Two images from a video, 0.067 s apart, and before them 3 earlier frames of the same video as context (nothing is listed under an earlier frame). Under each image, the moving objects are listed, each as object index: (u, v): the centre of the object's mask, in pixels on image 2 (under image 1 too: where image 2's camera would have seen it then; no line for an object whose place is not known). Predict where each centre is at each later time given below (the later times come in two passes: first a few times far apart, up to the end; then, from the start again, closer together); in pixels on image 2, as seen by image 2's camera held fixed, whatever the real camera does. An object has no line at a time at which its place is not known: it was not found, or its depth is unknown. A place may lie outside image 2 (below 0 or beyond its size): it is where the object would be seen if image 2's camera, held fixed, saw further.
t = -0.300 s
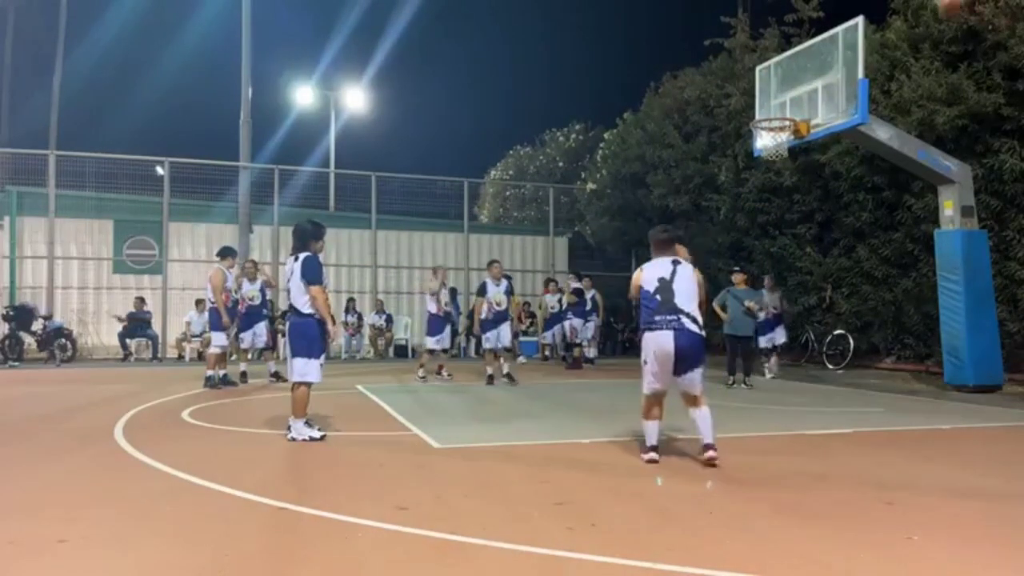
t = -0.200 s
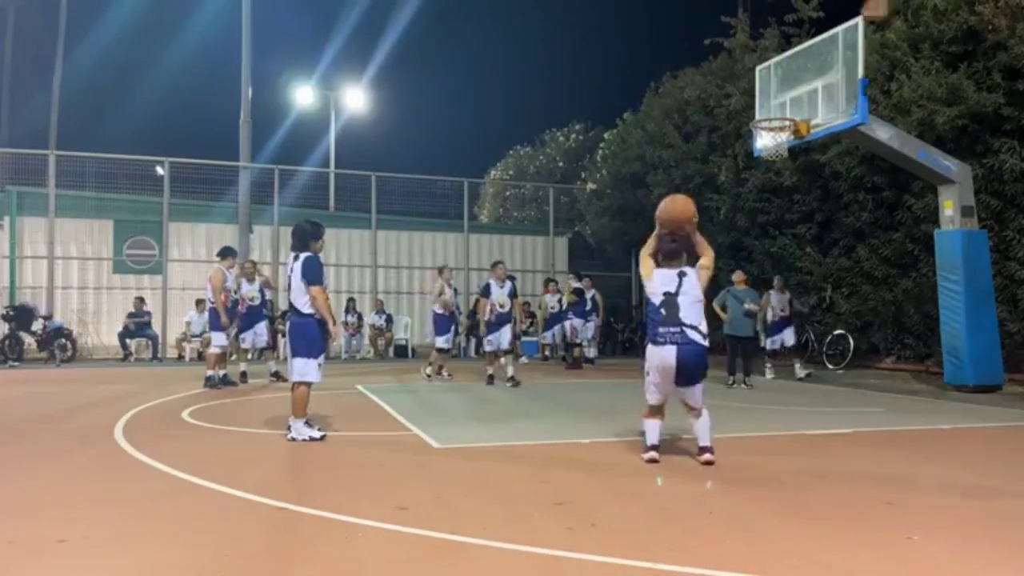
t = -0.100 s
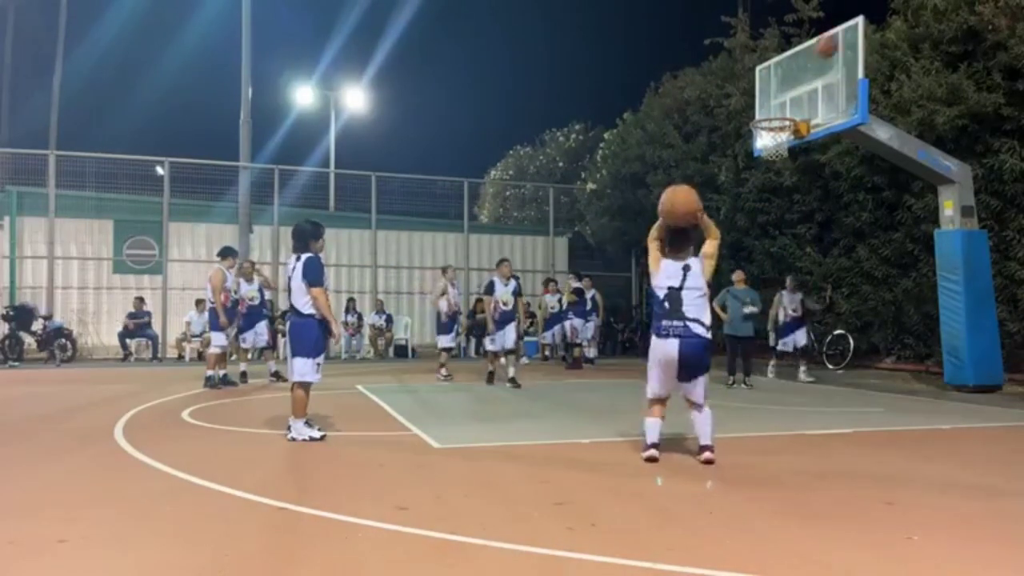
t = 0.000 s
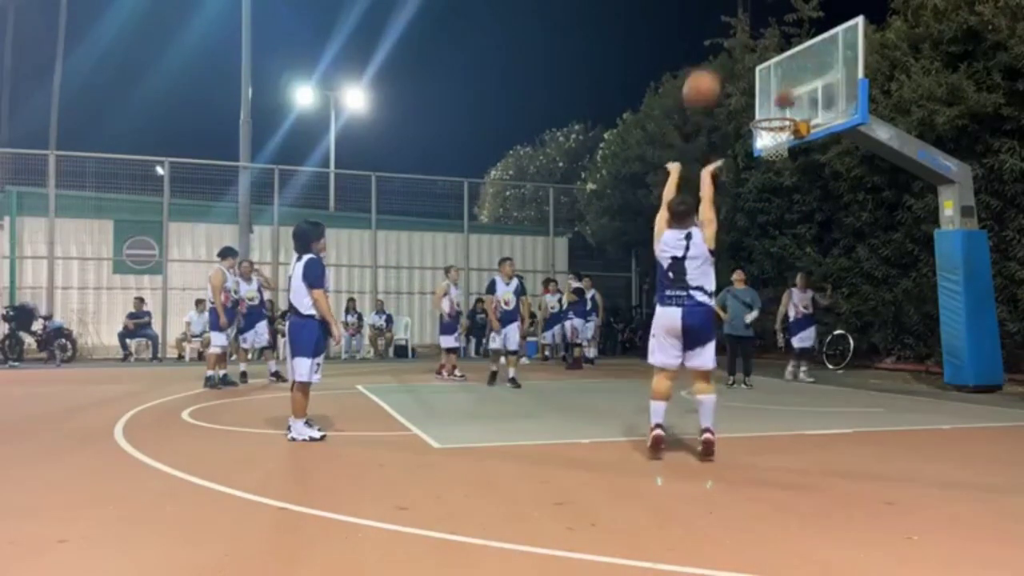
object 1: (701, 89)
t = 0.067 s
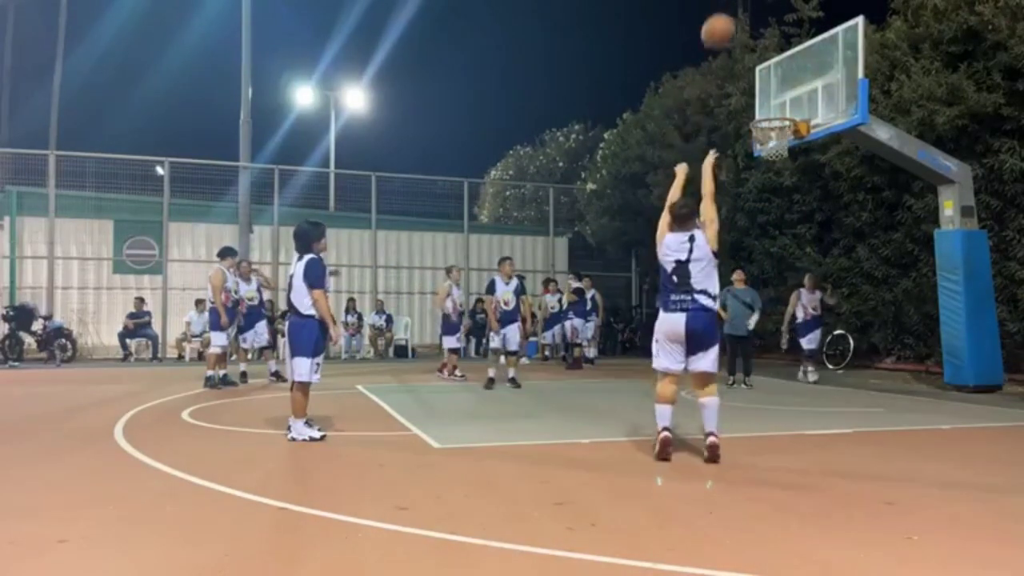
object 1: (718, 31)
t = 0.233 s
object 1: (742, 7)
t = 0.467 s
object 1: (770, 106)
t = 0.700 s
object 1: (772, 63)
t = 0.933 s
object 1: (777, 132)
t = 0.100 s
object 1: (722, 23)
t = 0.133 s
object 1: (728, 11)
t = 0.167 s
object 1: (733, 8)
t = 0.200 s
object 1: (740, 7)
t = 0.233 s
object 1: (742, 7)
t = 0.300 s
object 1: (753, 18)
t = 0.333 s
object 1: (756, 31)
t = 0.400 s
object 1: (761, 59)
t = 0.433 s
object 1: (766, 83)
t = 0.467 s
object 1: (770, 106)
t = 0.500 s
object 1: (771, 103)
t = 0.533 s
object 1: (771, 94)
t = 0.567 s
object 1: (772, 87)
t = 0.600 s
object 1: (772, 81)
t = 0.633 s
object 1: (772, 71)
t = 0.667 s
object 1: (772, 64)
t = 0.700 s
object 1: (772, 63)
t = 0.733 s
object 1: (773, 63)
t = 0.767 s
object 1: (773, 66)
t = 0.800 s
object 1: (775, 74)
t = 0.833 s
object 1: (776, 78)
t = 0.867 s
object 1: (776, 92)
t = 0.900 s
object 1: (777, 109)
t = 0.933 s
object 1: (777, 132)
